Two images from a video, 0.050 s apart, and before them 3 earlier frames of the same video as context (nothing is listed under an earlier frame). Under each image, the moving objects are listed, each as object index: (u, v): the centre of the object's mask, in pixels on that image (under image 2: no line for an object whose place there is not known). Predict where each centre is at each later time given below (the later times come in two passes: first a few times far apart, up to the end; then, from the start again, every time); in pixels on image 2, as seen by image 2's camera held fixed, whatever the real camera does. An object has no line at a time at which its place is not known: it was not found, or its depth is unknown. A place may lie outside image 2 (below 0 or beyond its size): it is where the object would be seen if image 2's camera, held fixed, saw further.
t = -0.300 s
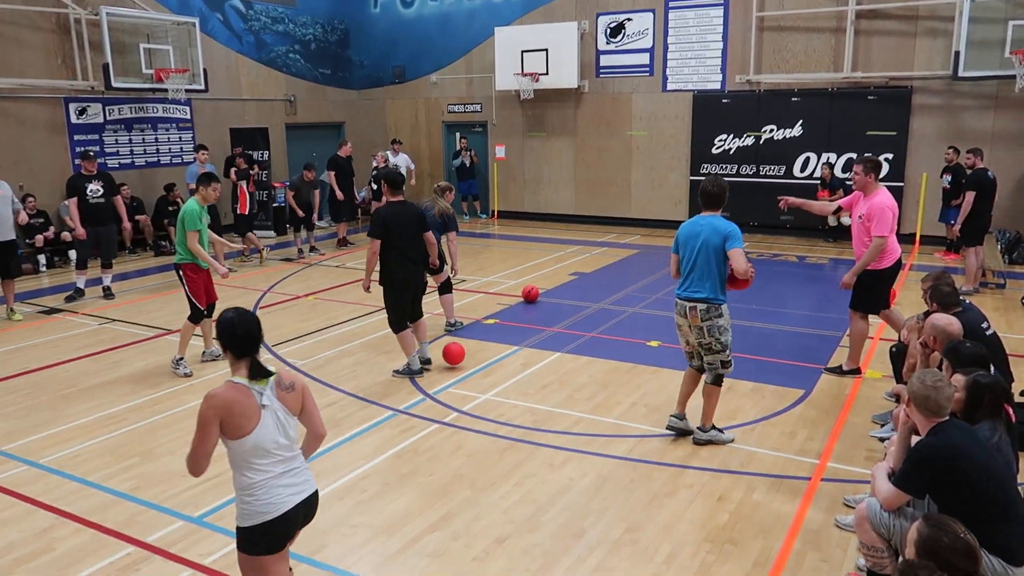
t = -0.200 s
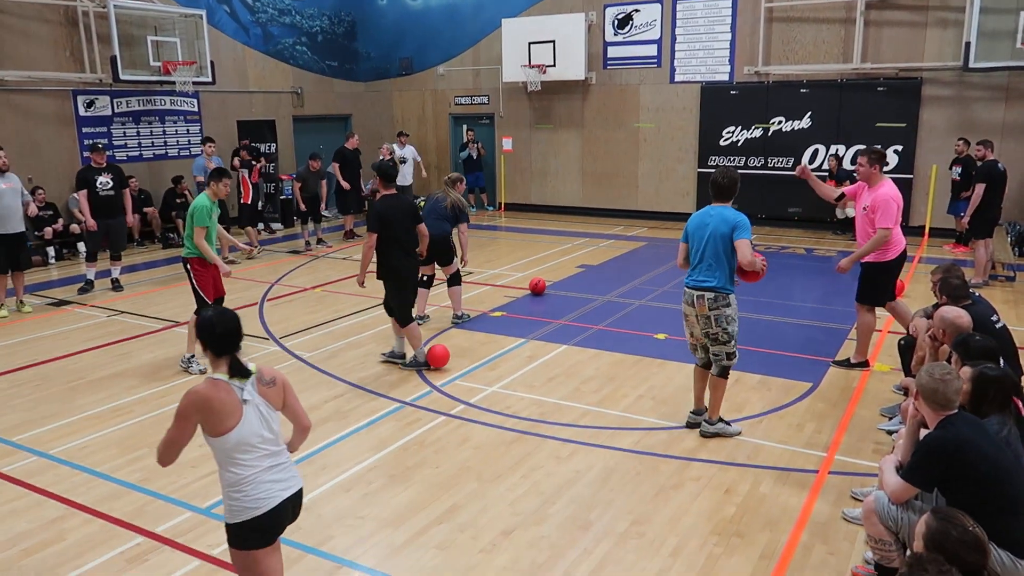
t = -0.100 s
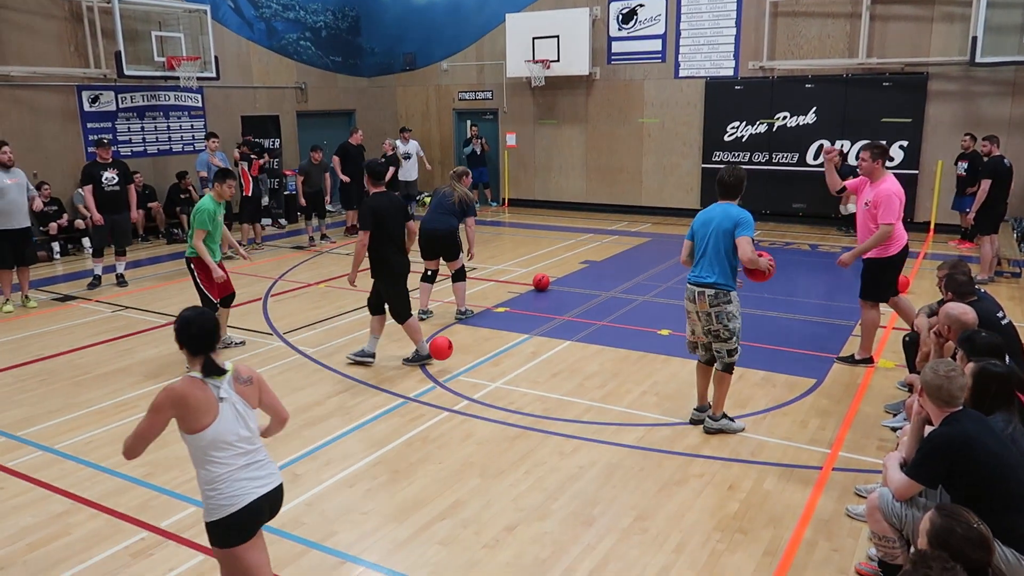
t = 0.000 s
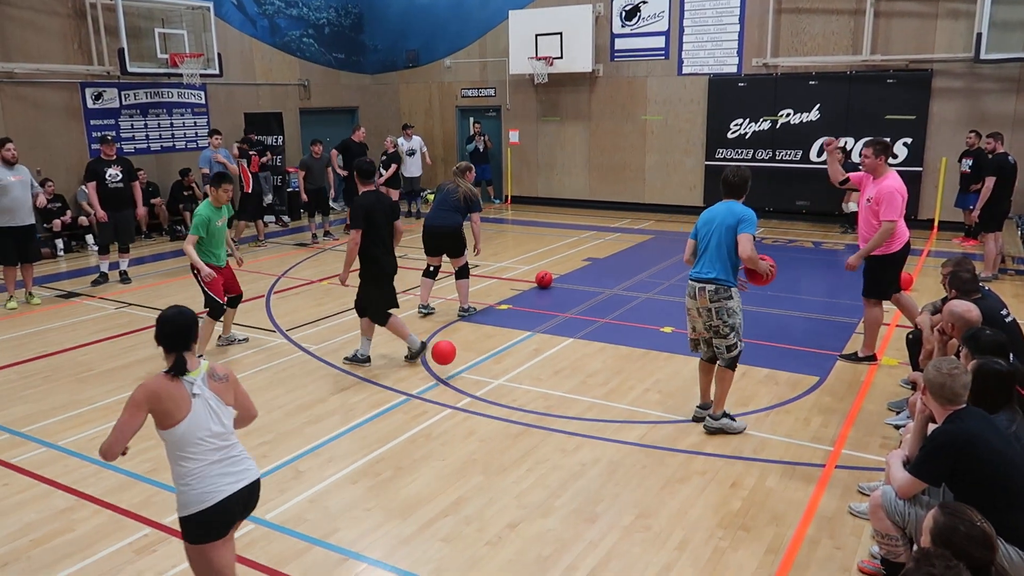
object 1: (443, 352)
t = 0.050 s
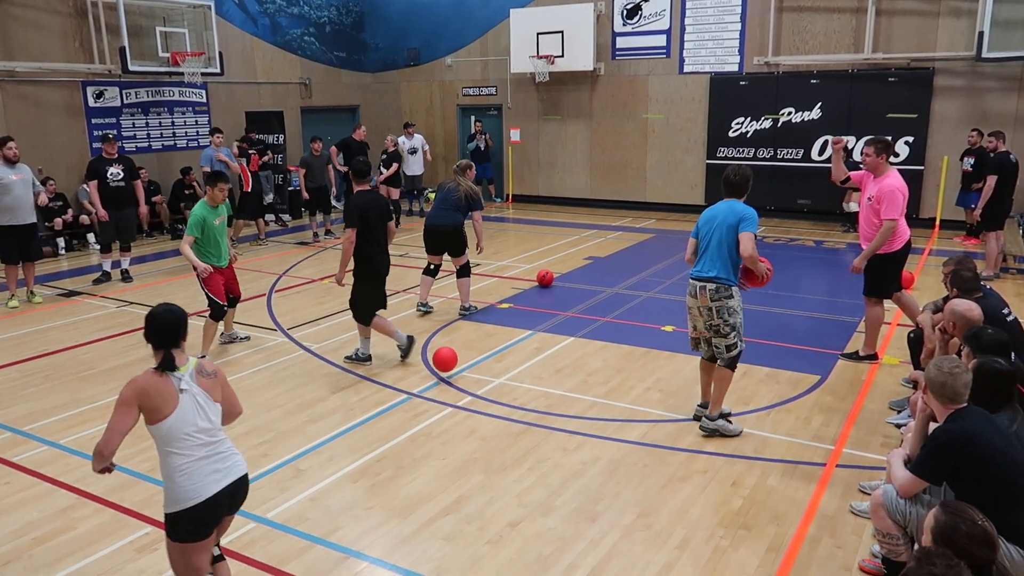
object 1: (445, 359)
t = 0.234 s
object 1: (438, 378)
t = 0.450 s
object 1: (424, 402)
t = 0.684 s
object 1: (404, 427)
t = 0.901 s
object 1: (383, 452)
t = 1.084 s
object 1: (364, 475)
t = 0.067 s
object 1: (445, 362)
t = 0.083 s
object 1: (445, 366)
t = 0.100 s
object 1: (445, 371)
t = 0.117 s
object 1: (445, 374)
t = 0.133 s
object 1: (444, 374)
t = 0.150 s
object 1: (443, 373)
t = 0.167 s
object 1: (442, 373)
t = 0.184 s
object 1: (441, 374)
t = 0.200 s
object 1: (440, 375)
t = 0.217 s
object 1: (439, 376)
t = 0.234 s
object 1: (438, 378)
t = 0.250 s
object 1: (437, 380)
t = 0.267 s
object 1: (436, 382)
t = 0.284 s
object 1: (435, 385)
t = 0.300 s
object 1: (434, 388)
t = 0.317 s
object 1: (433, 391)
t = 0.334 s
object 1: (432, 392)
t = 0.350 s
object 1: (431, 392)
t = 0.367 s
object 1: (429, 393)
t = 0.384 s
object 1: (428, 394)
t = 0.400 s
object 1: (427, 395)
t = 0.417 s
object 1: (426, 397)
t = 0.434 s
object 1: (425, 400)
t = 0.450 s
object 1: (424, 402)
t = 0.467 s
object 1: (422, 405)
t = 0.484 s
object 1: (421, 406)
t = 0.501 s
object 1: (419, 407)
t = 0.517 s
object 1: (418, 408)
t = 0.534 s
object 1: (417, 409)
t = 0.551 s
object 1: (416, 411)
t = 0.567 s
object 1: (414, 413)
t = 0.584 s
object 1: (413, 416)
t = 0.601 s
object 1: (412, 418)
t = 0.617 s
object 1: (410, 419)
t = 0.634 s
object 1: (408, 421)
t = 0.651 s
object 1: (407, 423)
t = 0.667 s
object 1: (406, 425)
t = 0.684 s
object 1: (404, 427)
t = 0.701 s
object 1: (402, 428)
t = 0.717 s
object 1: (401, 430)
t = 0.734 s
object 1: (400, 432)
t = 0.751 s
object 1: (398, 434)
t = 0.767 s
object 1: (396, 436)
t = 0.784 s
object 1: (395, 438)
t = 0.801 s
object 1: (393, 440)
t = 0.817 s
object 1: (391, 442)
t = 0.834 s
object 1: (390, 444)
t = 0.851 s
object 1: (388, 446)
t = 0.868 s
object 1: (387, 447)
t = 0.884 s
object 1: (385, 450)
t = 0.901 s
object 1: (383, 452)
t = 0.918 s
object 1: (382, 453)
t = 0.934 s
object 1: (380, 456)
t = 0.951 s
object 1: (378, 457)
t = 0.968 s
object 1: (376, 460)
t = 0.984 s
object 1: (375, 462)
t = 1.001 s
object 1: (373, 464)
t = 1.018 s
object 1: (371, 466)
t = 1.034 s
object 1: (370, 468)
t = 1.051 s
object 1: (367, 470)
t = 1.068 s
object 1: (366, 472)
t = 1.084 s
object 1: (364, 475)
